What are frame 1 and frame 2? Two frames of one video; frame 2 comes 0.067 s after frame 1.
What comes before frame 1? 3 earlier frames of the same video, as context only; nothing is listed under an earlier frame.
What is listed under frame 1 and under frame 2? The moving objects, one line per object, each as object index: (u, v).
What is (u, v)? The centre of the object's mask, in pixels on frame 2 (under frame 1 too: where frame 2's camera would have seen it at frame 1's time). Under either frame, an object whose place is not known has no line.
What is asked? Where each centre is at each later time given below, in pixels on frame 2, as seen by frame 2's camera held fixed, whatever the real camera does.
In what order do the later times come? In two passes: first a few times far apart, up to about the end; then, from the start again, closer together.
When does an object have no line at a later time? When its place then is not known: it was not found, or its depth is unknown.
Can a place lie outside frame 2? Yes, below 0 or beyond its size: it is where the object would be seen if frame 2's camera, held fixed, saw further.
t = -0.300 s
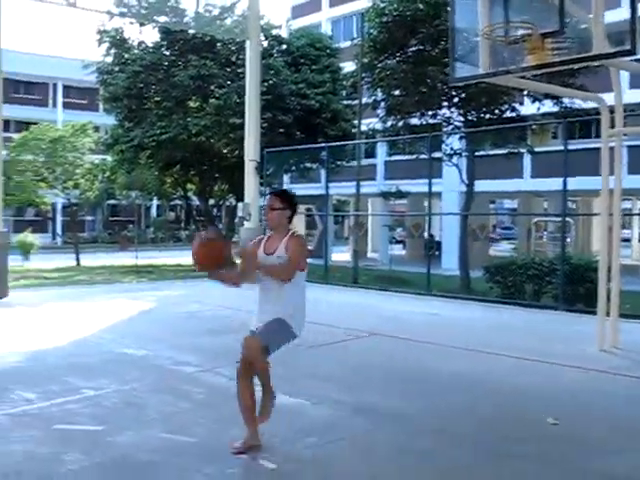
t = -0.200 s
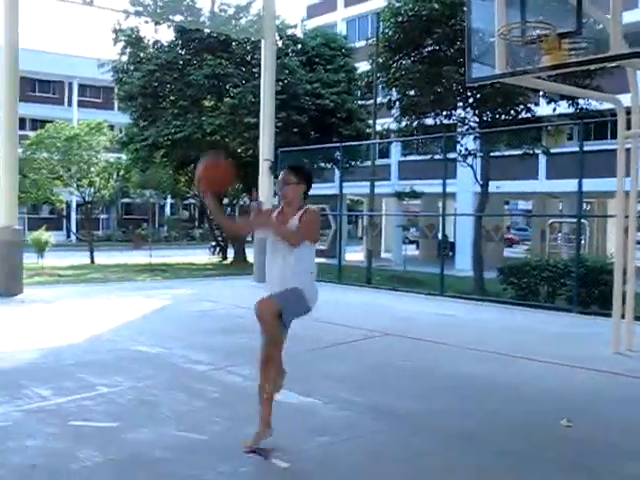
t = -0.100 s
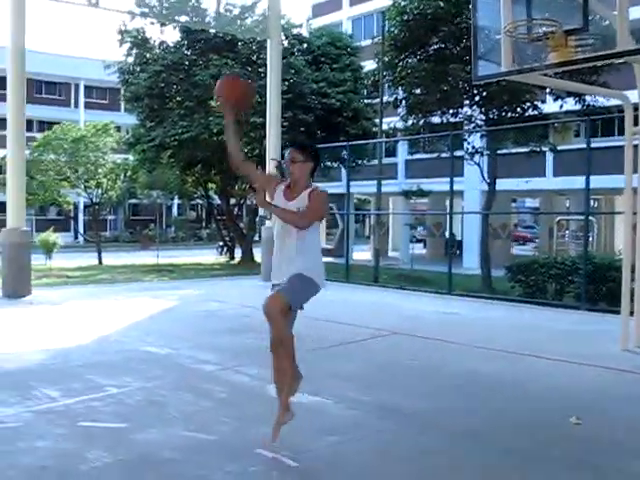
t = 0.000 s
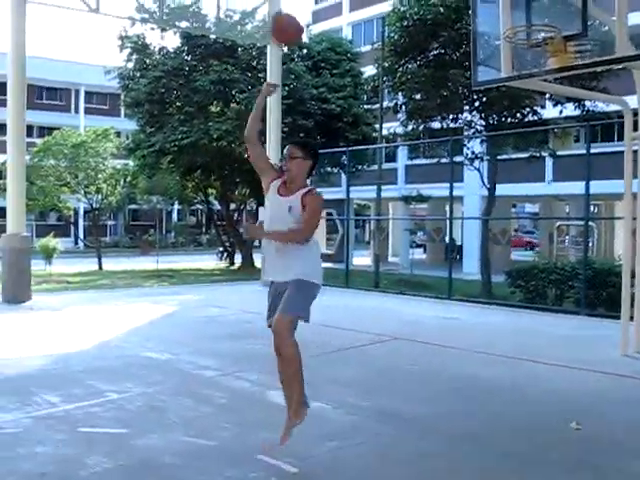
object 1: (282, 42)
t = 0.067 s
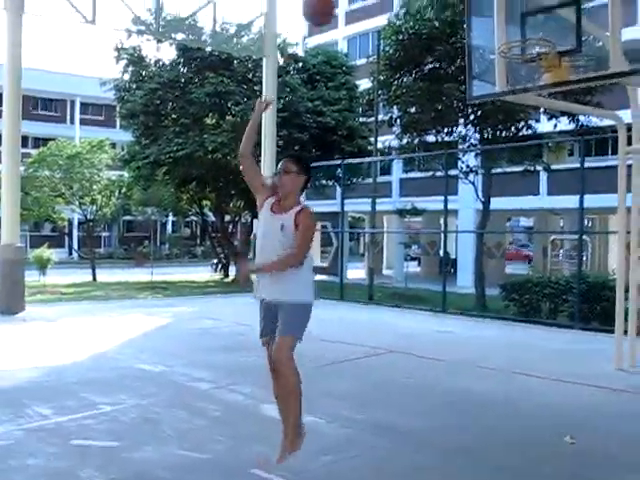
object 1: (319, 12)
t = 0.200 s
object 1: (382, -34)
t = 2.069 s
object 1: (435, 295)
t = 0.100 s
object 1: (335, -1)
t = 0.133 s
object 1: (355, -12)
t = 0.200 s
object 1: (382, -34)
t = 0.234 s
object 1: (397, -41)
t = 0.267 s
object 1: (411, -45)
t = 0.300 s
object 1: (424, -47)
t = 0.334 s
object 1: (437, -46)
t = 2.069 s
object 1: (435, 295)
